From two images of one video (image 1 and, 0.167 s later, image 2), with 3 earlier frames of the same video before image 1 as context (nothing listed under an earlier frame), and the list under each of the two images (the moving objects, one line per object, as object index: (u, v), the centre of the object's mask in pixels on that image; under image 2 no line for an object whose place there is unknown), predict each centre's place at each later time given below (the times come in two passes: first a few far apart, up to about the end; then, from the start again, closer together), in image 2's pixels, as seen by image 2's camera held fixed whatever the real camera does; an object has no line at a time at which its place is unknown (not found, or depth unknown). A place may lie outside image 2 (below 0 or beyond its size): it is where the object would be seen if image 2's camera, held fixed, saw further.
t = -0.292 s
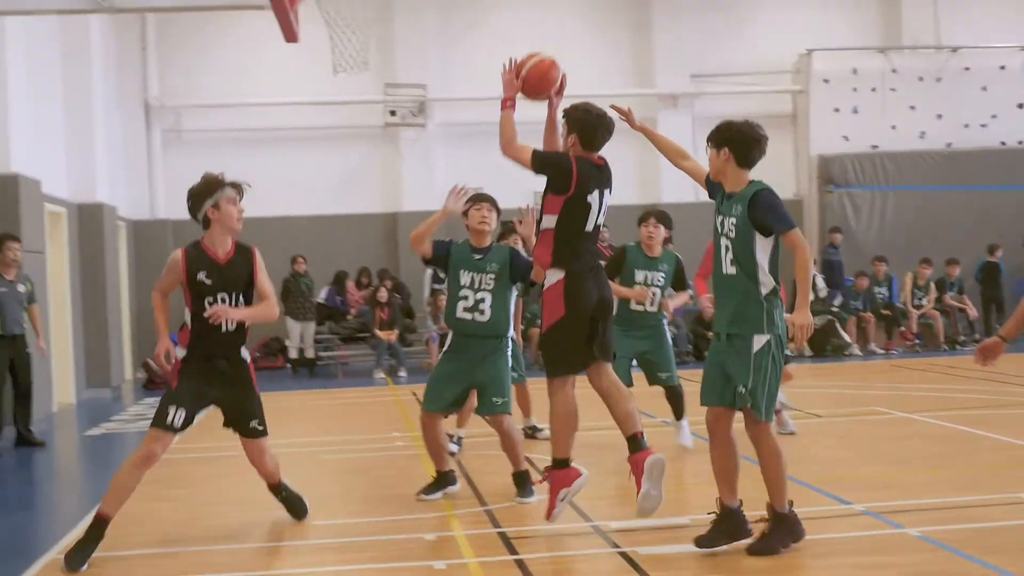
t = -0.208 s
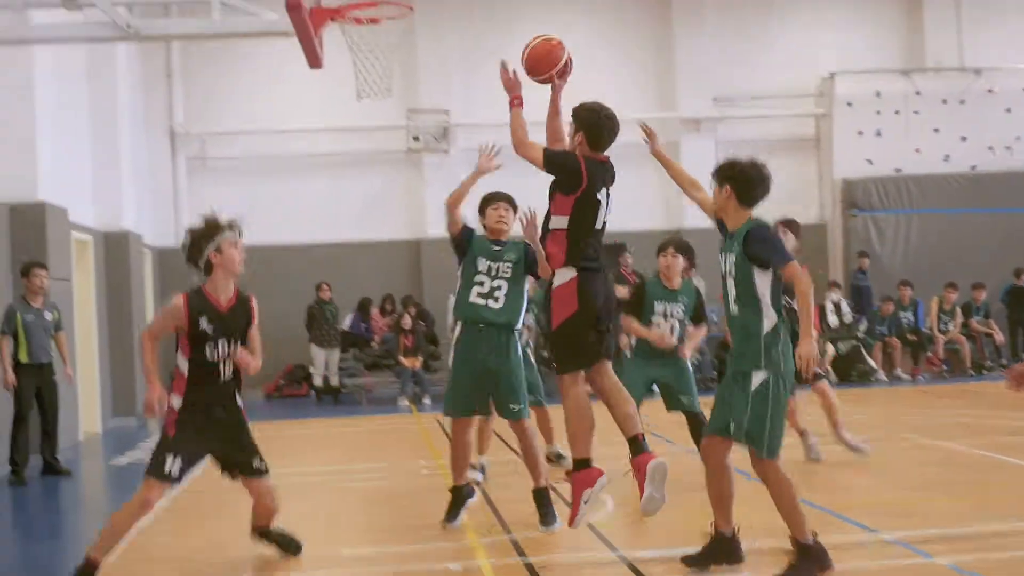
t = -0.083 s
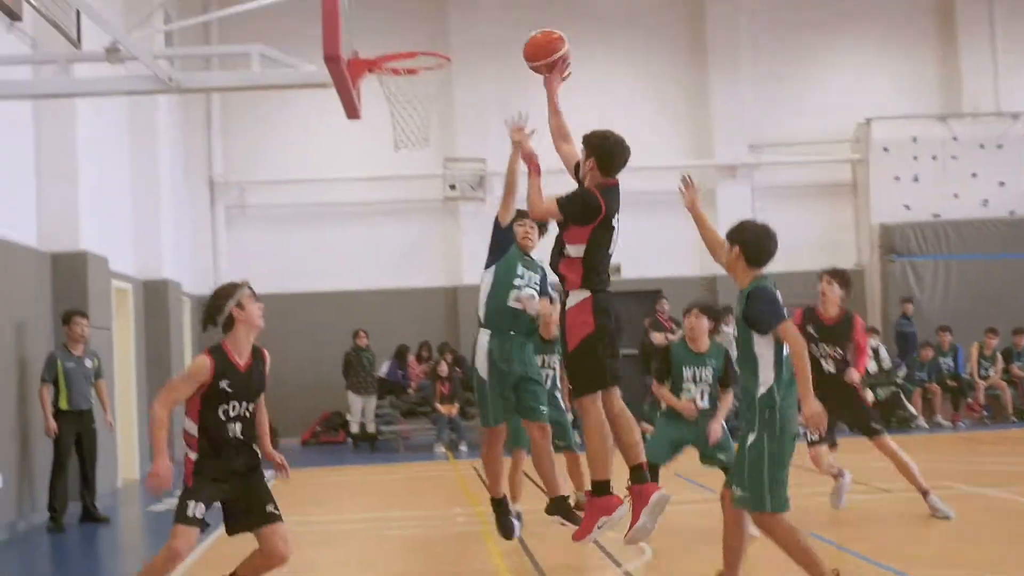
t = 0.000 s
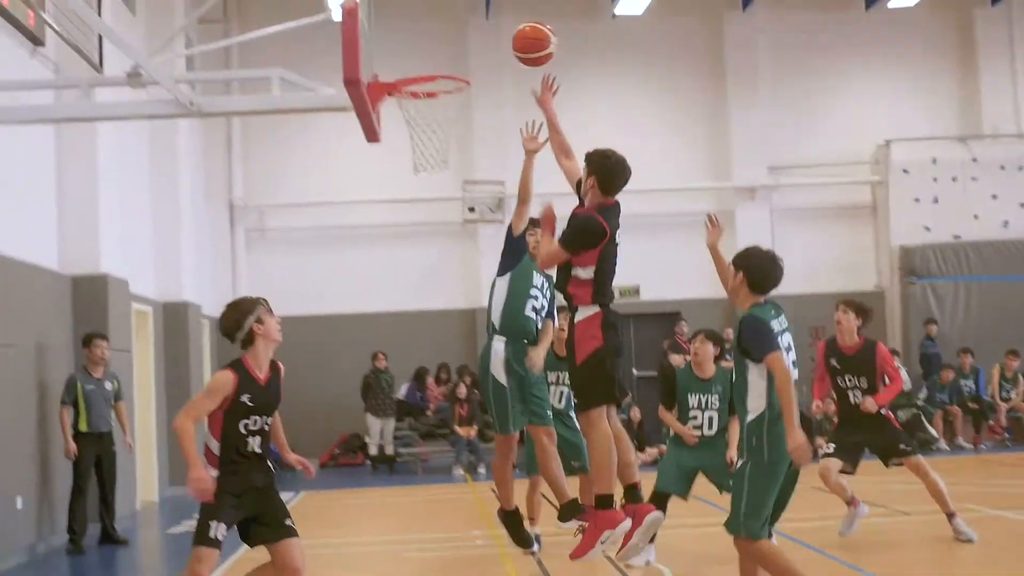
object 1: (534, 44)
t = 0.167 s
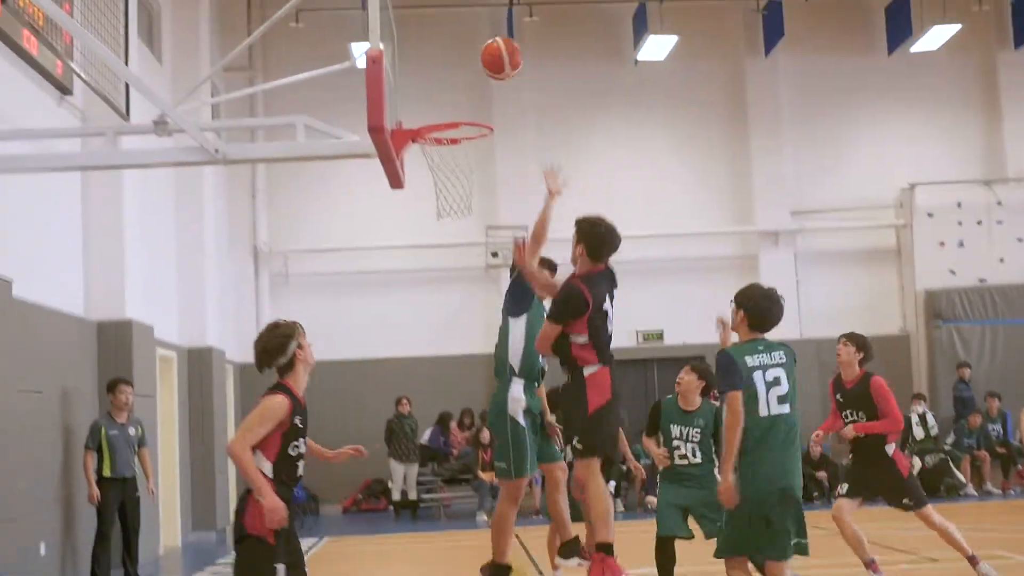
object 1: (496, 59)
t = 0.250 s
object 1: (468, 54)
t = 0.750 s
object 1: (465, 155)
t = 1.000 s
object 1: (496, 173)
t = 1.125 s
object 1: (500, 189)
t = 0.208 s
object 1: (482, 56)
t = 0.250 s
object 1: (468, 54)
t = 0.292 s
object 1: (455, 52)
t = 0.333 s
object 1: (445, 55)
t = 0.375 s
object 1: (435, 57)
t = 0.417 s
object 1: (428, 63)
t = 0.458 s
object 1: (420, 78)
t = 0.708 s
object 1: (456, 143)
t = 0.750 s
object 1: (465, 155)
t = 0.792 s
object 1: (478, 165)
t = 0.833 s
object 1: (484, 168)
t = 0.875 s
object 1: (489, 168)
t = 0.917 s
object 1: (492, 169)
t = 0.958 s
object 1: (494, 170)
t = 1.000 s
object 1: (496, 173)
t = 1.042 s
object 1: (497, 176)
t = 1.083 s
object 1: (498, 182)
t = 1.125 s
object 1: (500, 189)
